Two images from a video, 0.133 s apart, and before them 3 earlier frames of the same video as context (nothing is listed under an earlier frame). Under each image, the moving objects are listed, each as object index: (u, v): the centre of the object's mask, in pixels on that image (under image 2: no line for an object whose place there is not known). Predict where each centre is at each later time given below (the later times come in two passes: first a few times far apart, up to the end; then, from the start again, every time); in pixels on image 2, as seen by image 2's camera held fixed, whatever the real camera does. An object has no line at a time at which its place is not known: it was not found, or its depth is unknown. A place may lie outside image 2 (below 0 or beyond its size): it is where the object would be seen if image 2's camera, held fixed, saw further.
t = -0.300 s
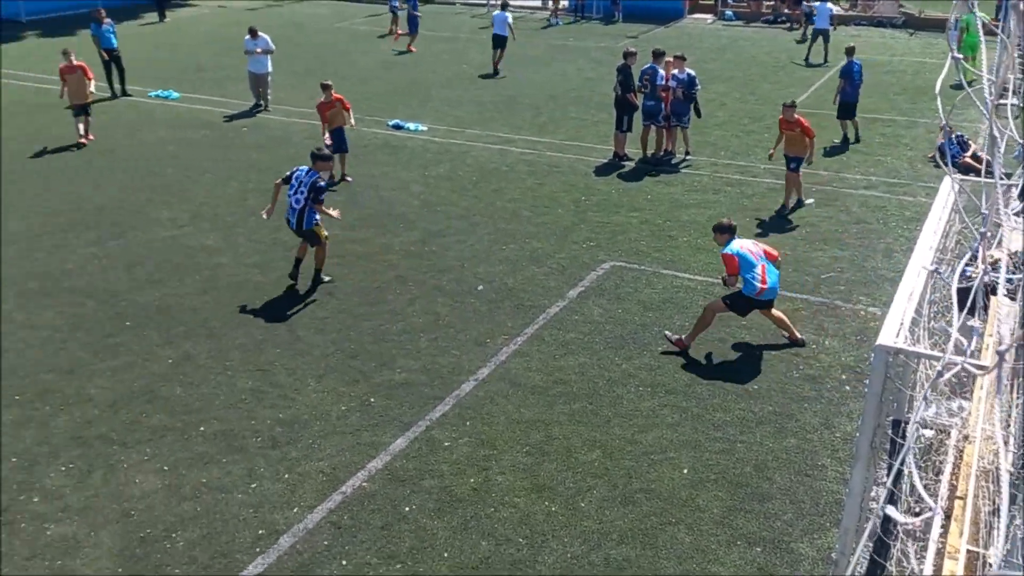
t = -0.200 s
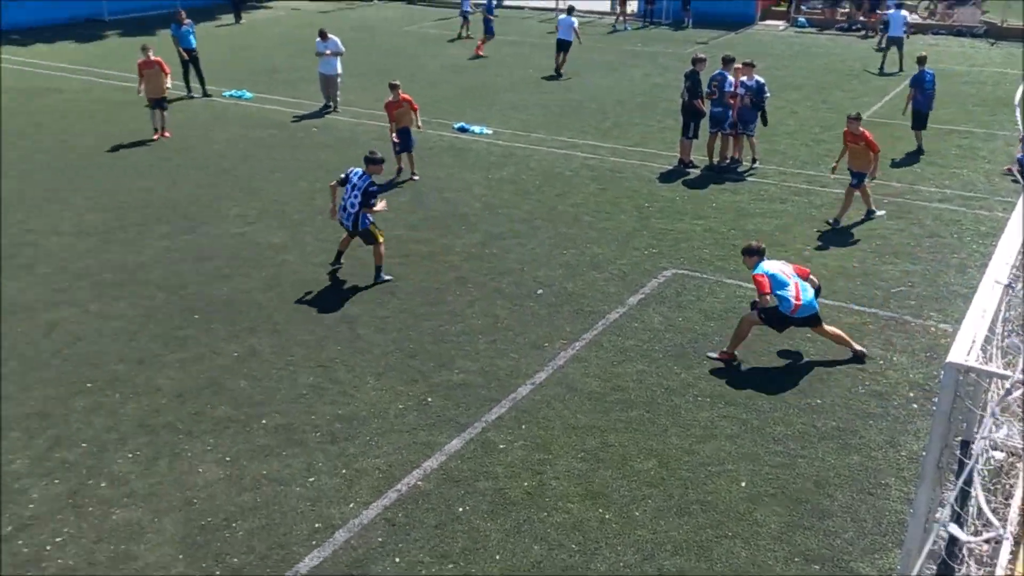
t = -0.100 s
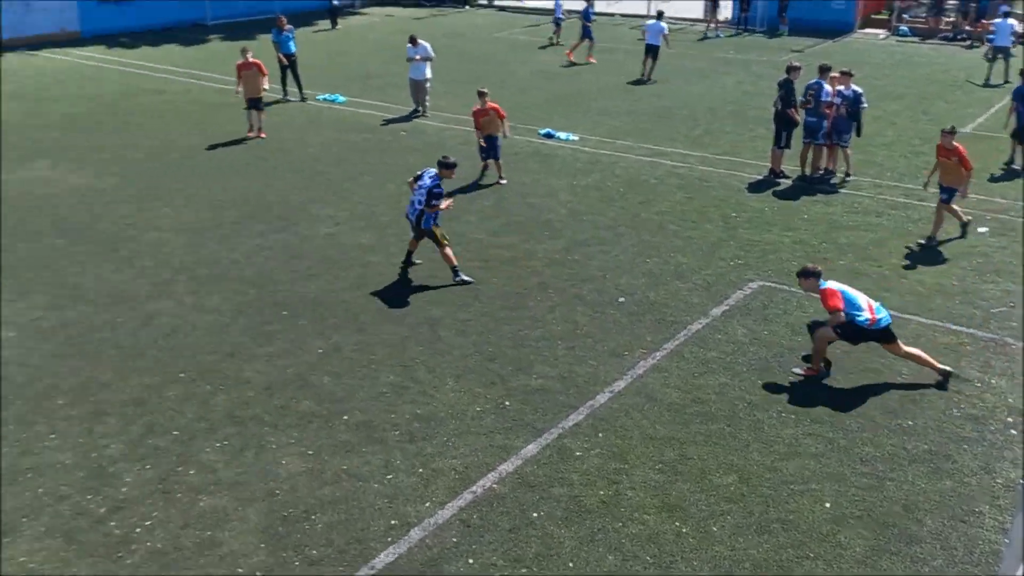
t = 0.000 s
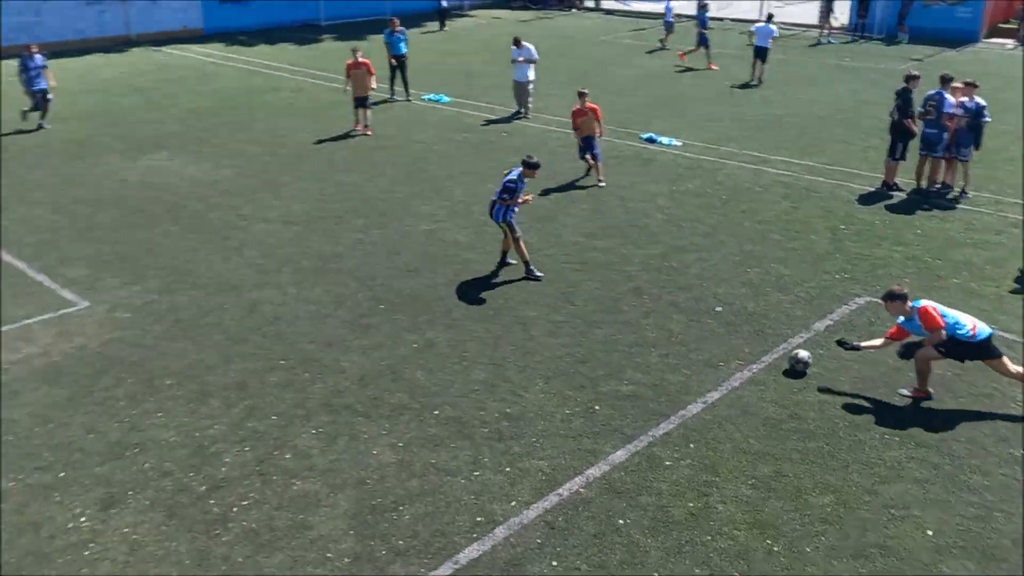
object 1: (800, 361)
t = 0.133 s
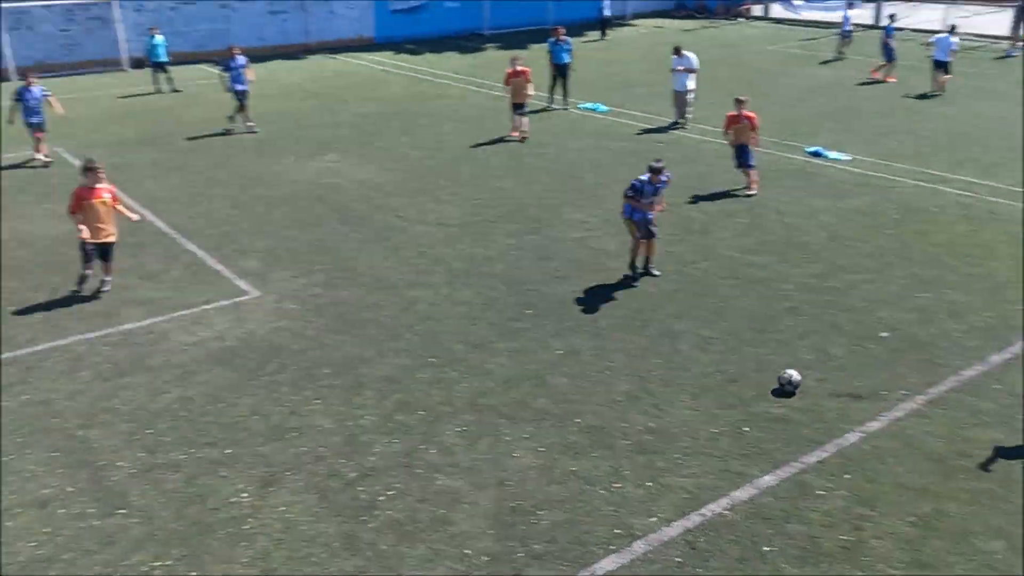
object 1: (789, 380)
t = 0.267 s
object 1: (650, 363)
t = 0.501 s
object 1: (454, 349)
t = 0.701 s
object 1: (323, 337)
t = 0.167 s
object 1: (753, 376)
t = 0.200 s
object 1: (719, 371)
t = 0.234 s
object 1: (684, 366)
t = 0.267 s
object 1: (650, 363)
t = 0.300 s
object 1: (617, 362)
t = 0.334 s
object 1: (586, 360)
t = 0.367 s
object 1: (555, 358)
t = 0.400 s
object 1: (529, 355)
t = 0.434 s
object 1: (504, 352)
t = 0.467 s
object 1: (478, 349)
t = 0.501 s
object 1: (454, 349)
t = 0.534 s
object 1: (430, 348)
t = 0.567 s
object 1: (407, 345)
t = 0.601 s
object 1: (386, 343)
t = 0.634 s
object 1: (364, 342)
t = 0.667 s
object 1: (343, 340)
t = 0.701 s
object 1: (323, 337)
